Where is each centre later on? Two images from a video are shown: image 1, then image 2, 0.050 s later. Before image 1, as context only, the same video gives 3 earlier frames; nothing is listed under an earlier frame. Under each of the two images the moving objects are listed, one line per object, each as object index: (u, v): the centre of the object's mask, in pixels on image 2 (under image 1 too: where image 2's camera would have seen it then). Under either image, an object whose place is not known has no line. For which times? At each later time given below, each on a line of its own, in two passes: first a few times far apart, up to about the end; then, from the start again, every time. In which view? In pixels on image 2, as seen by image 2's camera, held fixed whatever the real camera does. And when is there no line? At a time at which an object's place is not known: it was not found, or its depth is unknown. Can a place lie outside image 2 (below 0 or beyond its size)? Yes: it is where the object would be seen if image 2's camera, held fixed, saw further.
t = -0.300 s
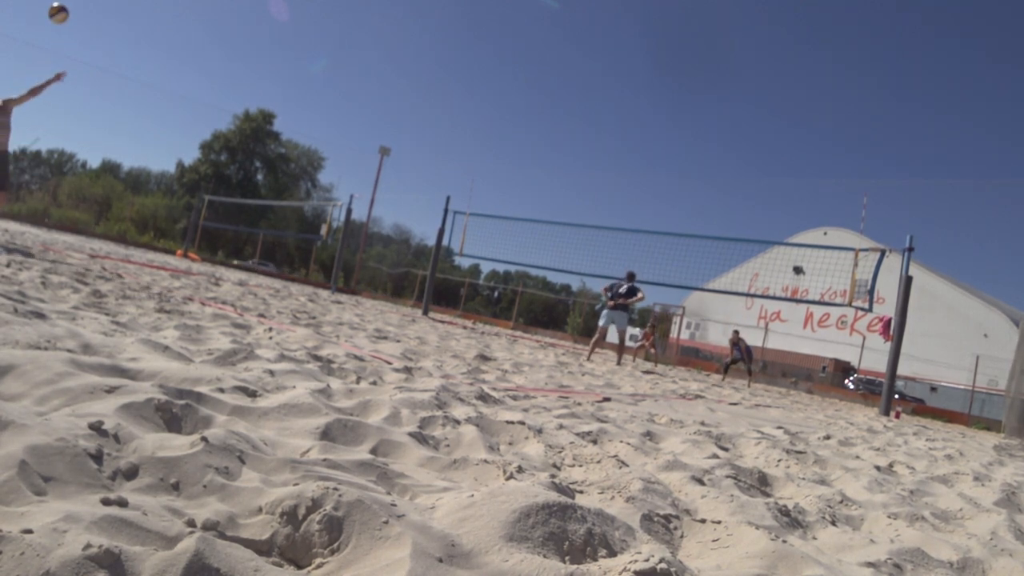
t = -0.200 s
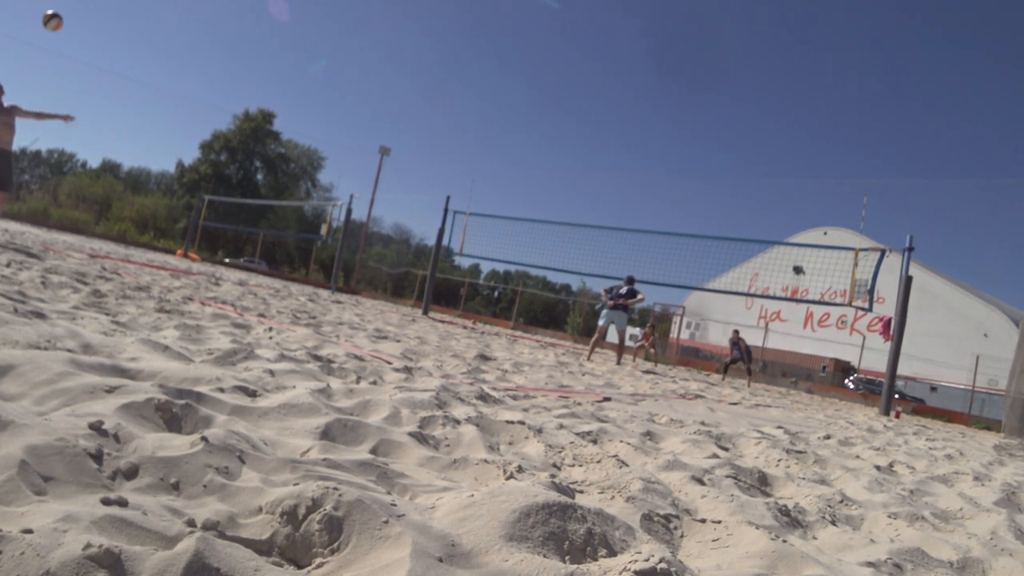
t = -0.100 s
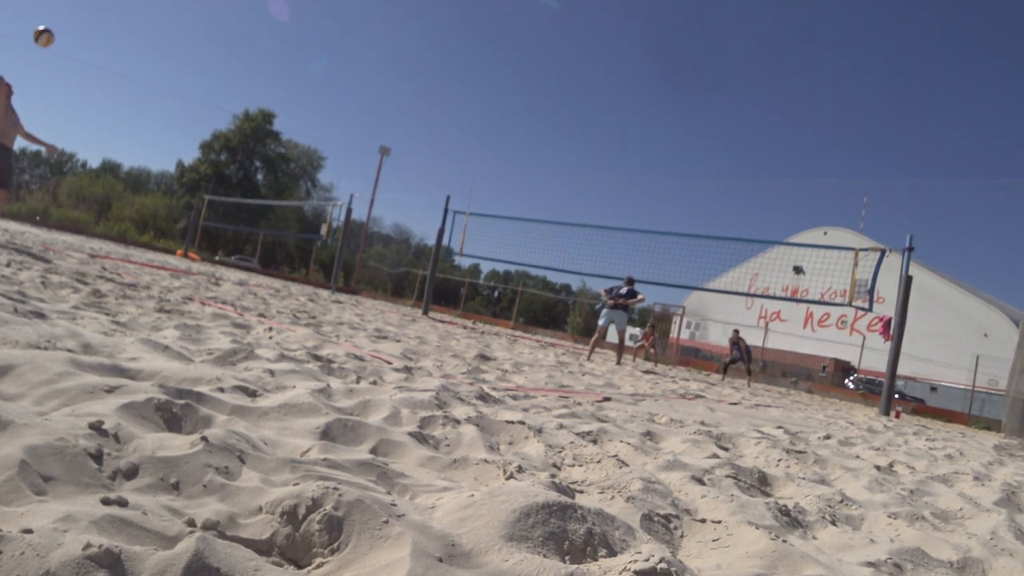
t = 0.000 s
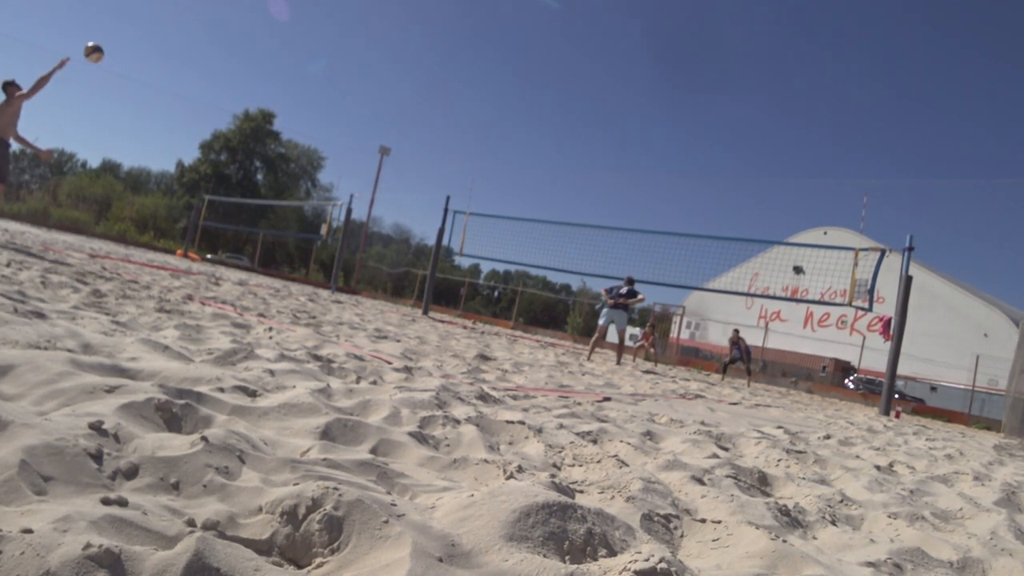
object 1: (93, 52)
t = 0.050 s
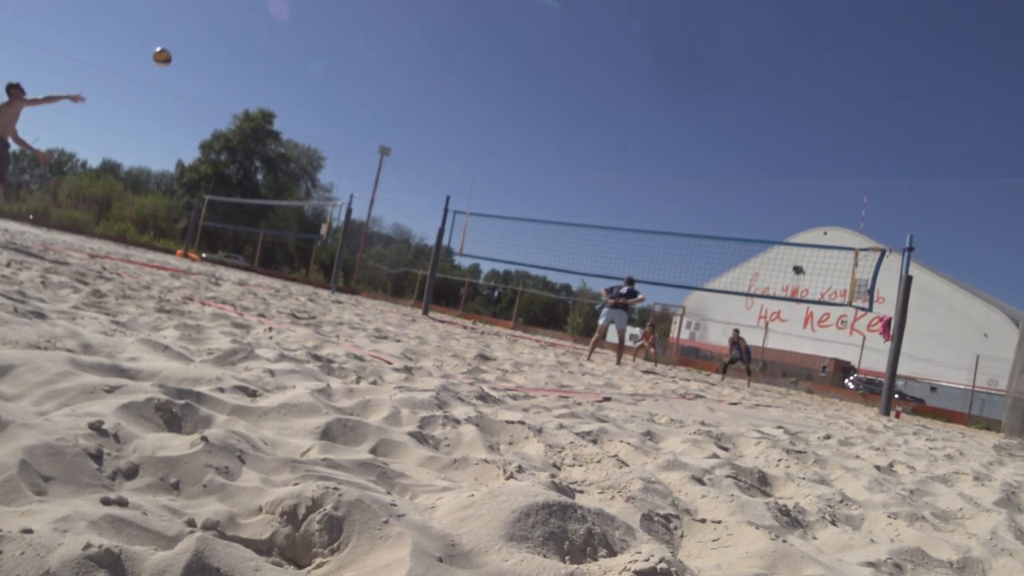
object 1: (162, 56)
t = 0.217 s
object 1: (351, 85)
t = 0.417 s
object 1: (512, 132)
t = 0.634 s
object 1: (629, 195)
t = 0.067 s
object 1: (184, 58)
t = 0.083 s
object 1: (205, 61)
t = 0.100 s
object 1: (225, 63)
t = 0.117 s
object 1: (245, 66)
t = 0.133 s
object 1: (264, 69)
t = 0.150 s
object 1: (283, 71)
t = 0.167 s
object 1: (301, 75)
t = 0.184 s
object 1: (318, 78)
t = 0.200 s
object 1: (335, 81)
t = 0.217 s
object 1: (351, 85)
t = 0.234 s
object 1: (367, 88)
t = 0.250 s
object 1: (383, 92)
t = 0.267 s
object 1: (398, 96)
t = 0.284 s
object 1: (412, 100)
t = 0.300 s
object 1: (426, 104)
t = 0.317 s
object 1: (439, 108)
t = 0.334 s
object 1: (453, 111)
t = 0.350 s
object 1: (465, 116)
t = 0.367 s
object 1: (477, 120)
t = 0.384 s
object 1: (489, 124)
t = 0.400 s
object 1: (501, 128)
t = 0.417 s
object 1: (512, 132)
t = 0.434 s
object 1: (523, 136)
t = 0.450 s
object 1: (533, 141)
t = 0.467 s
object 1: (543, 146)
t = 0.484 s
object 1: (553, 151)
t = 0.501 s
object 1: (562, 156)
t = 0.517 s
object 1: (571, 161)
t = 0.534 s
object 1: (580, 166)
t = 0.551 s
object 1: (588, 171)
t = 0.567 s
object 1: (597, 175)
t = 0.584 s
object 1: (605, 180)
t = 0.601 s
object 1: (613, 185)
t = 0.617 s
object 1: (621, 190)
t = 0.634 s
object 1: (629, 195)
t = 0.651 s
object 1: (636, 200)
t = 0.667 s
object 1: (643, 205)
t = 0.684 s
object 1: (650, 210)
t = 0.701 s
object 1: (657, 216)
